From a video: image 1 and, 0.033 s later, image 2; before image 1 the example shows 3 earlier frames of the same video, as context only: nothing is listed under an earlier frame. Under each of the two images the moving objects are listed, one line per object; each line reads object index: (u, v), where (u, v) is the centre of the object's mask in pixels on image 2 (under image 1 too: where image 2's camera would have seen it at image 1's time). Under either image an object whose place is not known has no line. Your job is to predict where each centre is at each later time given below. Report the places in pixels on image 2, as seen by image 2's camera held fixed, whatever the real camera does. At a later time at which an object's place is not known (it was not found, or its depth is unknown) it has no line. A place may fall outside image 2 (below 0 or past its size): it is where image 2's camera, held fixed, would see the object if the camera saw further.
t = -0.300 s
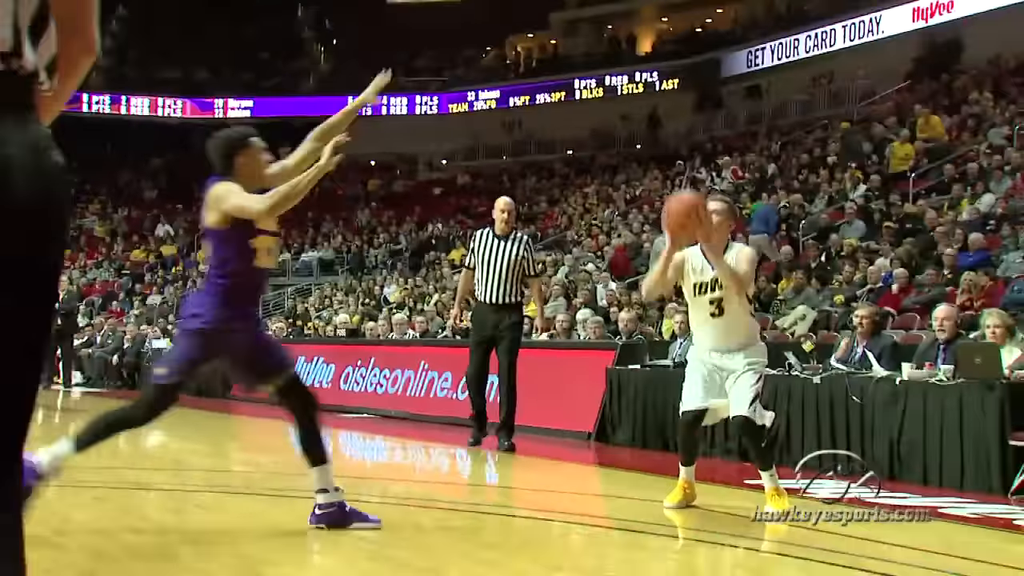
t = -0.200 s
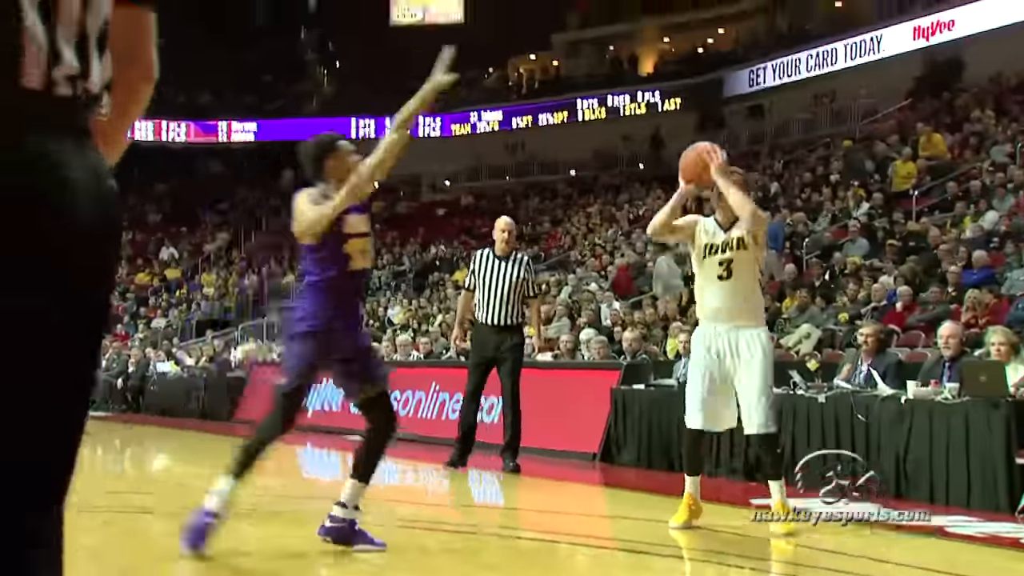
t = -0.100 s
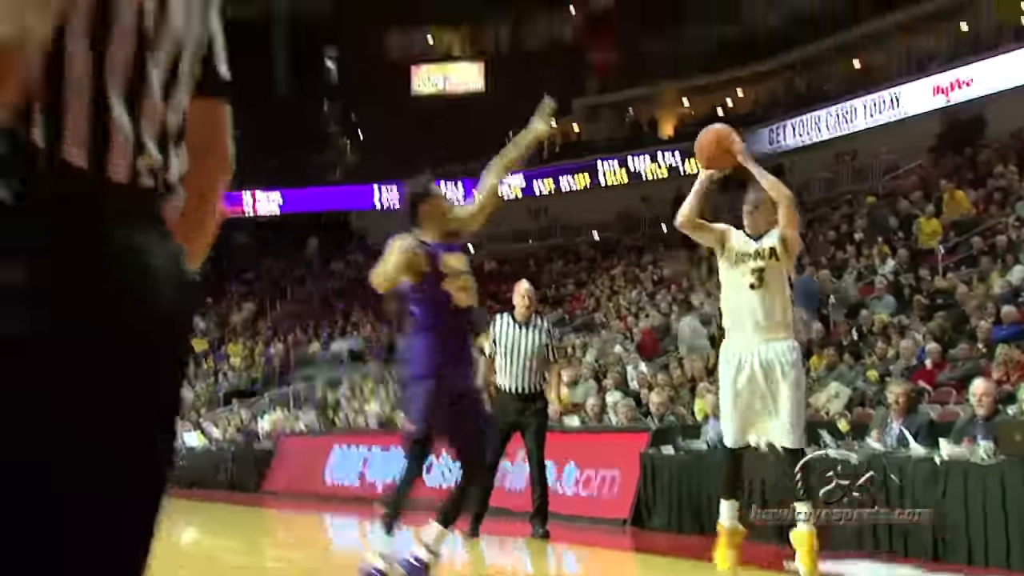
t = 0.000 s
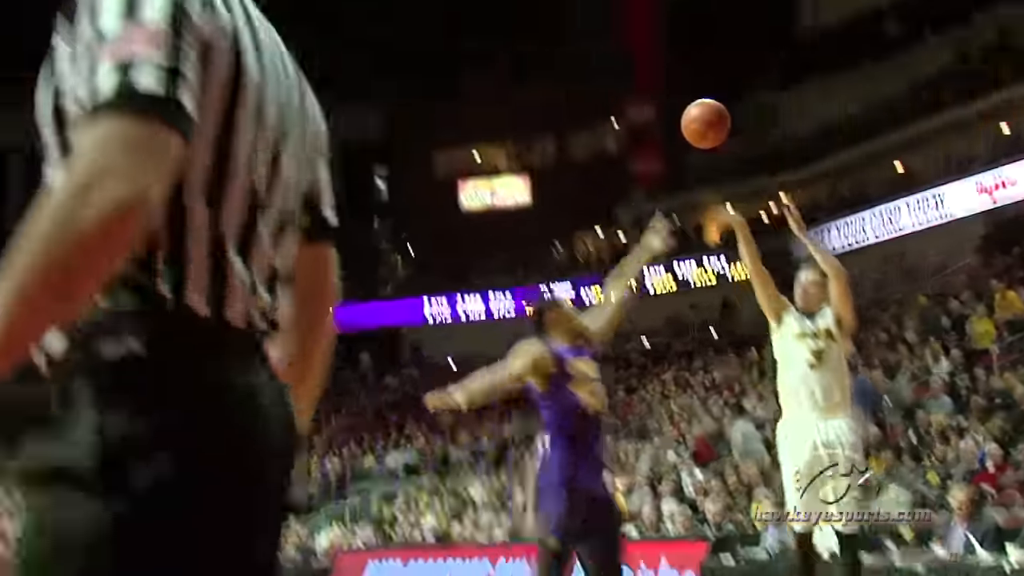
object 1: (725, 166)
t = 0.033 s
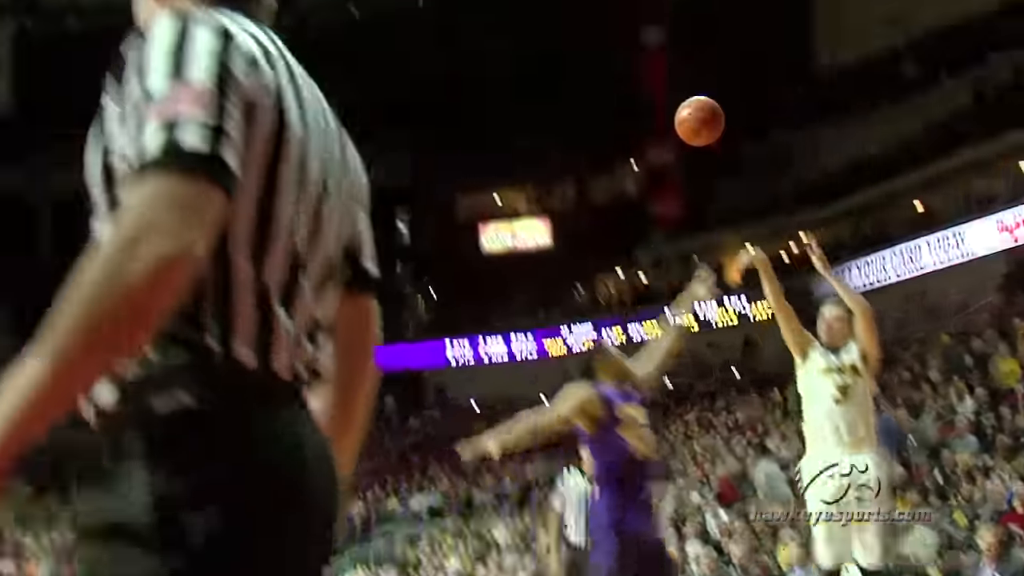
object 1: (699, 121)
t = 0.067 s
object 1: (673, 76)
